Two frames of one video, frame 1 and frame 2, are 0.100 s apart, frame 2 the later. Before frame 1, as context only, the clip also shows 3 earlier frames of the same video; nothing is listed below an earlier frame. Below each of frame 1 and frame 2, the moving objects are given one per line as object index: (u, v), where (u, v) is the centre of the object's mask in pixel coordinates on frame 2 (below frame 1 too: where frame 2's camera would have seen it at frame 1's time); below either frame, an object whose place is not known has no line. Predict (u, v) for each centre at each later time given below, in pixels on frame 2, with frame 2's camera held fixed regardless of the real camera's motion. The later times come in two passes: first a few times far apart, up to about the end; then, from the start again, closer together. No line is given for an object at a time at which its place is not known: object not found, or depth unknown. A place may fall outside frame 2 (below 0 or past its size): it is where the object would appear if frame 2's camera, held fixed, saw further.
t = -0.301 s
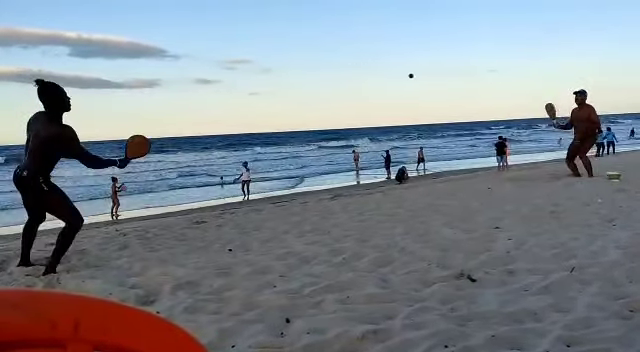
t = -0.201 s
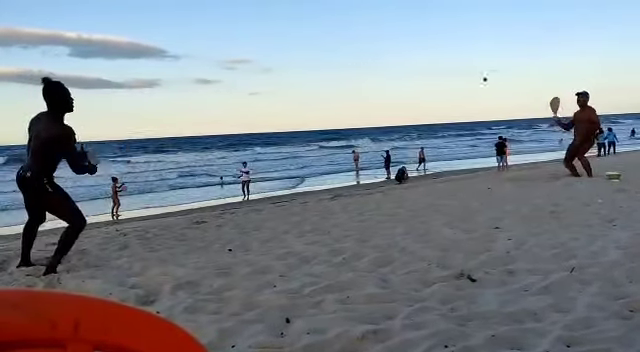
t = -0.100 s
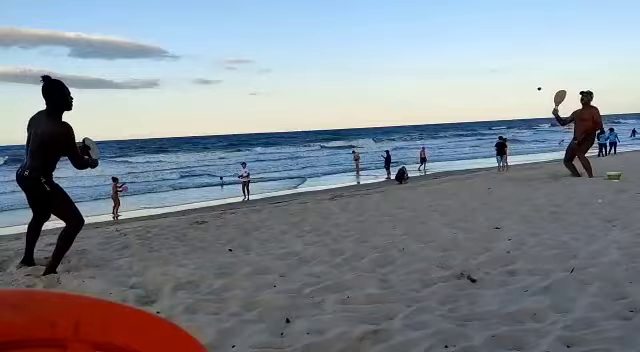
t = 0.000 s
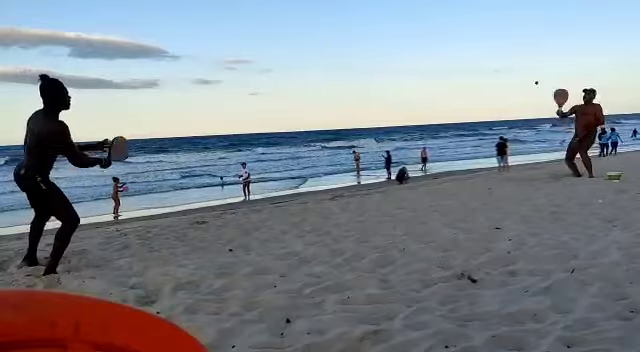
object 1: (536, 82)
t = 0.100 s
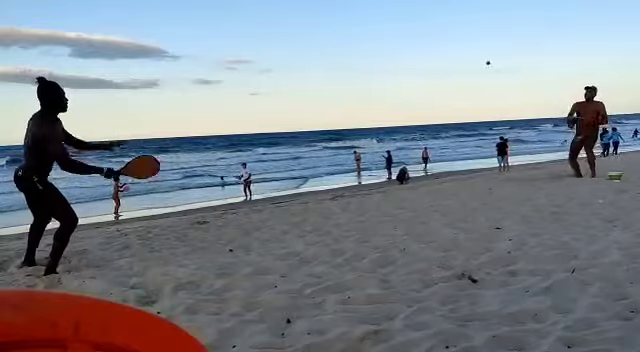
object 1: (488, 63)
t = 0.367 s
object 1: (293, 27)
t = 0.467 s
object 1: (176, 24)
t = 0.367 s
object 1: (293, 27)
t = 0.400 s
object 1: (258, 25)
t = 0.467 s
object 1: (176, 24)
